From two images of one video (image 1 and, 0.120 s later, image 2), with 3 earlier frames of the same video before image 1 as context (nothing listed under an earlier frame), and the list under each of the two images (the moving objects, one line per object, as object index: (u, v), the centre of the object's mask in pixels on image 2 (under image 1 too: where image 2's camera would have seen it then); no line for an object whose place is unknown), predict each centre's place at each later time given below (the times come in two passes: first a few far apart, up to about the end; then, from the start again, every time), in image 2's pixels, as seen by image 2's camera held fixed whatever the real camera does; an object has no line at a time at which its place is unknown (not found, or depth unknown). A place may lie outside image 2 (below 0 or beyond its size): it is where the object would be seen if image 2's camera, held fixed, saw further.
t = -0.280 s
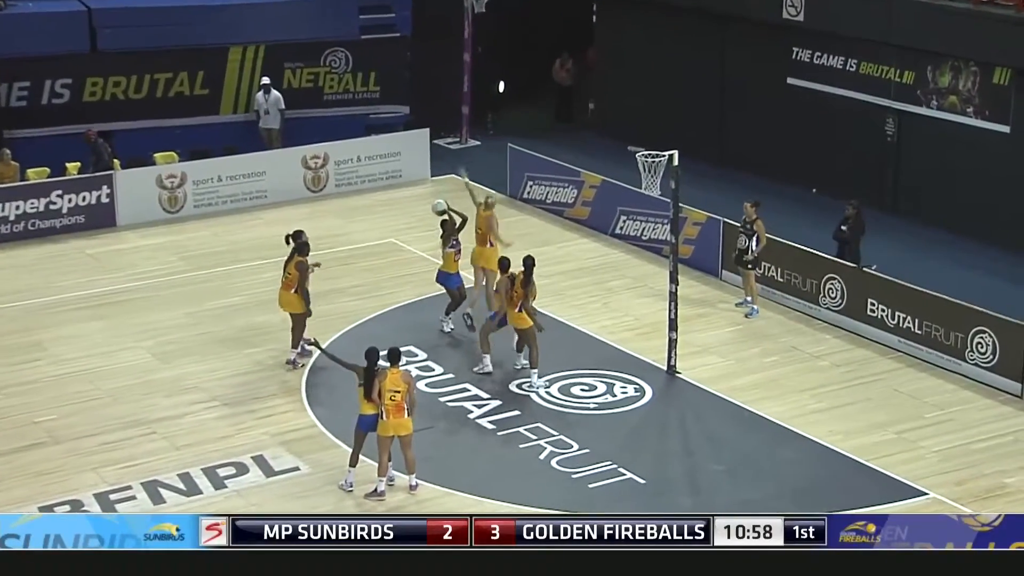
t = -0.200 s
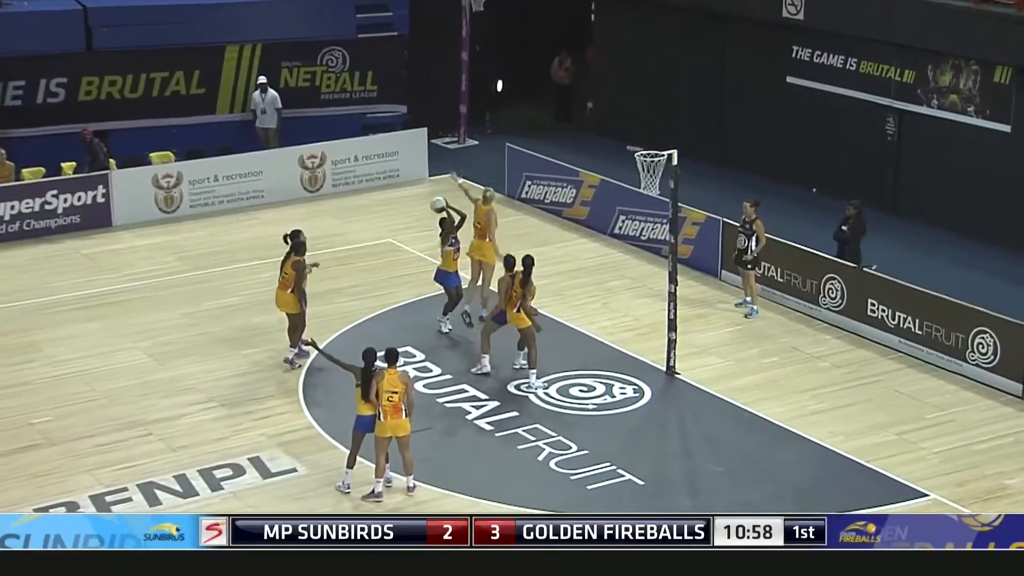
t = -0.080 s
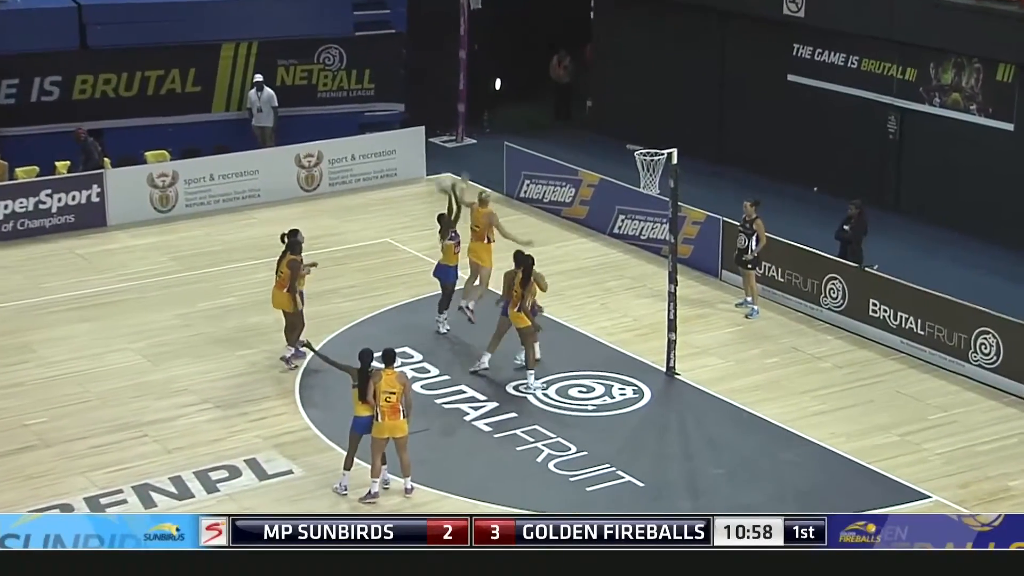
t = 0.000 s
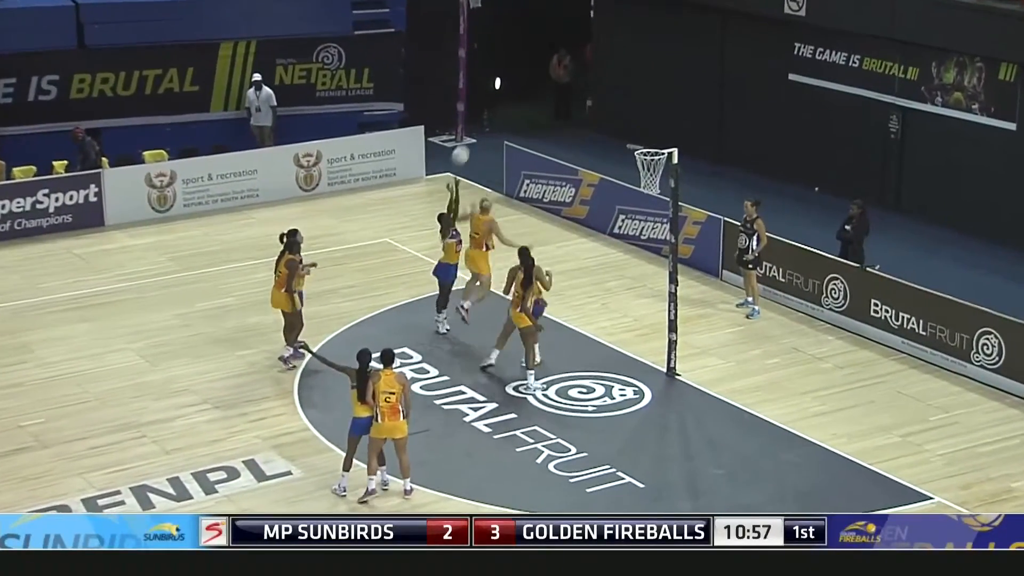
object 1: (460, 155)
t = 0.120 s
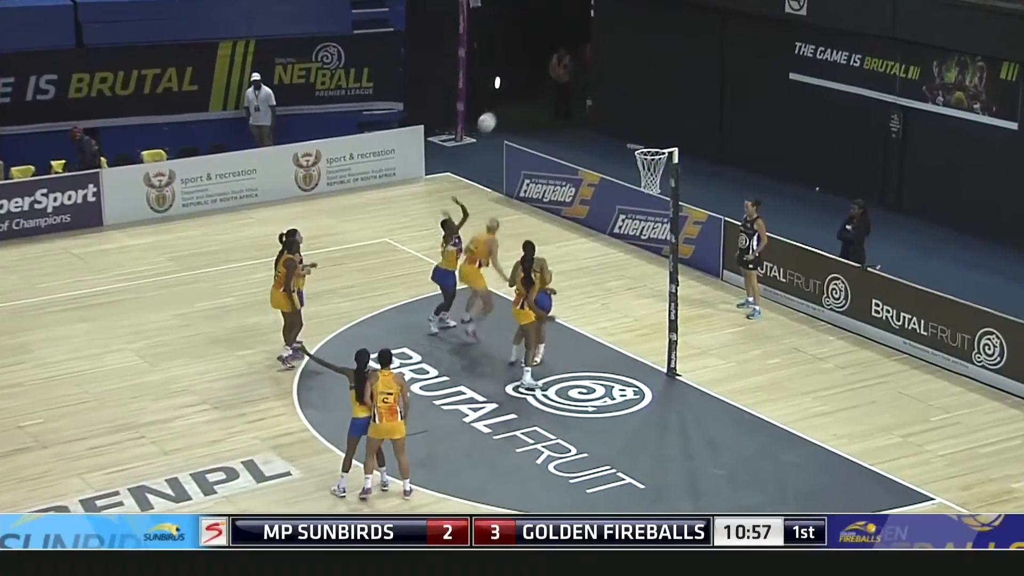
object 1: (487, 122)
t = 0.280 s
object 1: (523, 94)
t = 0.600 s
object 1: (598, 95)
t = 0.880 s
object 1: (658, 147)
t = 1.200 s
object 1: (636, 144)
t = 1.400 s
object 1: (619, 180)
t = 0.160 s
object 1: (496, 114)
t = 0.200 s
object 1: (505, 106)
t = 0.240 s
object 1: (514, 99)
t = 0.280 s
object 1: (523, 94)
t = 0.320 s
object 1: (532, 90)
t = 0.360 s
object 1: (542, 87)
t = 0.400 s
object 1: (551, 86)
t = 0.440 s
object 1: (560, 85)
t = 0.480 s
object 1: (569, 85)
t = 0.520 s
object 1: (578, 88)
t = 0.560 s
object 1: (589, 91)
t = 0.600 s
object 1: (598, 95)
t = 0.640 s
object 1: (607, 100)
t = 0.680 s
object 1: (617, 106)
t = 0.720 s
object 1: (626, 114)
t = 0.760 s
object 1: (636, 123)
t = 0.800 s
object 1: (645, 133)
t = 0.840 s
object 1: (654, 144)
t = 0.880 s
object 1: (658, 147)
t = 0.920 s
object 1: (658, 146)
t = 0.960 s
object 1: (655, 142)
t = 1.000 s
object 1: (652, 140)
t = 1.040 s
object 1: (649, 138)
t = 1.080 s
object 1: (645, 138)
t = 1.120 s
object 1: (642, 139)
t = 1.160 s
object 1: (639, 141)
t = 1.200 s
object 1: (636, 144)
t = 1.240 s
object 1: (632, 150)
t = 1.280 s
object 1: (629, 155)
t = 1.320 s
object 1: (626, 162)
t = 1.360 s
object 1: (623, 170)
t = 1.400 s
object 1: (619, 180)
